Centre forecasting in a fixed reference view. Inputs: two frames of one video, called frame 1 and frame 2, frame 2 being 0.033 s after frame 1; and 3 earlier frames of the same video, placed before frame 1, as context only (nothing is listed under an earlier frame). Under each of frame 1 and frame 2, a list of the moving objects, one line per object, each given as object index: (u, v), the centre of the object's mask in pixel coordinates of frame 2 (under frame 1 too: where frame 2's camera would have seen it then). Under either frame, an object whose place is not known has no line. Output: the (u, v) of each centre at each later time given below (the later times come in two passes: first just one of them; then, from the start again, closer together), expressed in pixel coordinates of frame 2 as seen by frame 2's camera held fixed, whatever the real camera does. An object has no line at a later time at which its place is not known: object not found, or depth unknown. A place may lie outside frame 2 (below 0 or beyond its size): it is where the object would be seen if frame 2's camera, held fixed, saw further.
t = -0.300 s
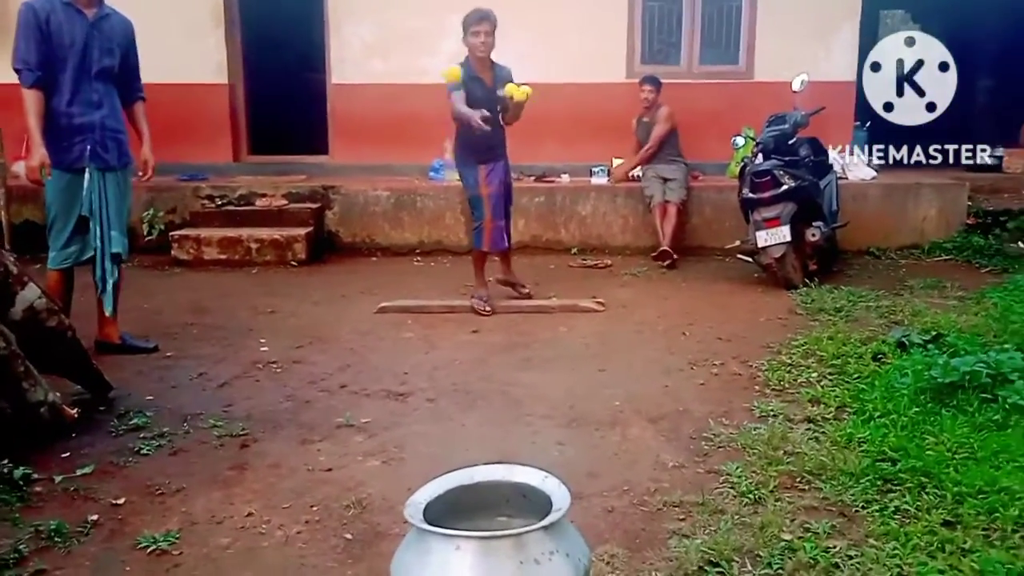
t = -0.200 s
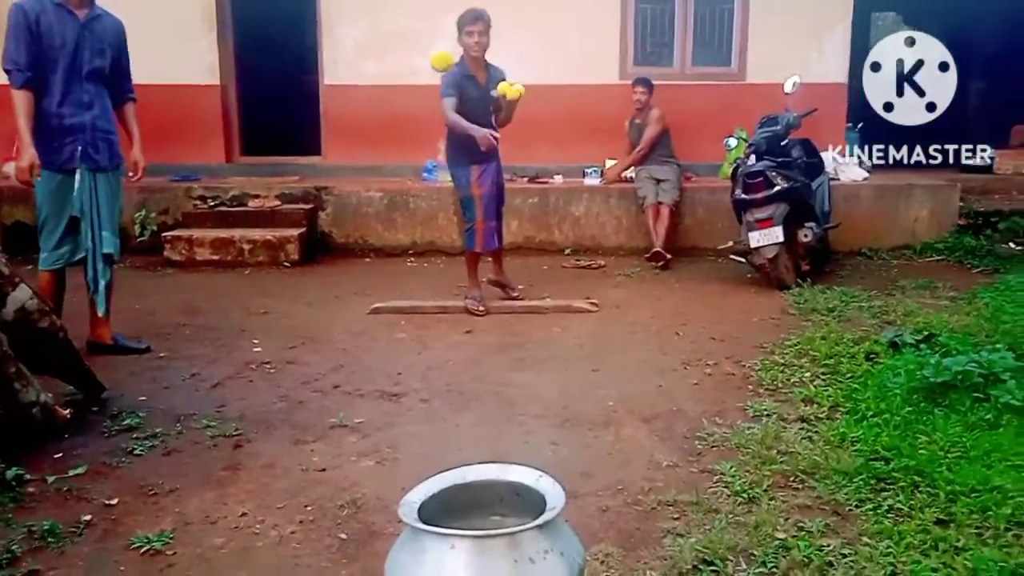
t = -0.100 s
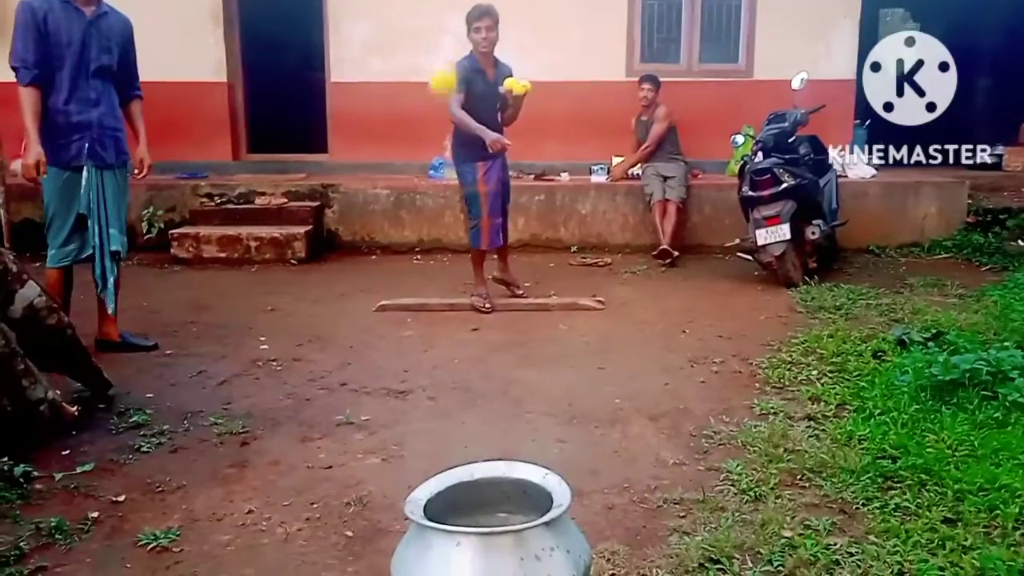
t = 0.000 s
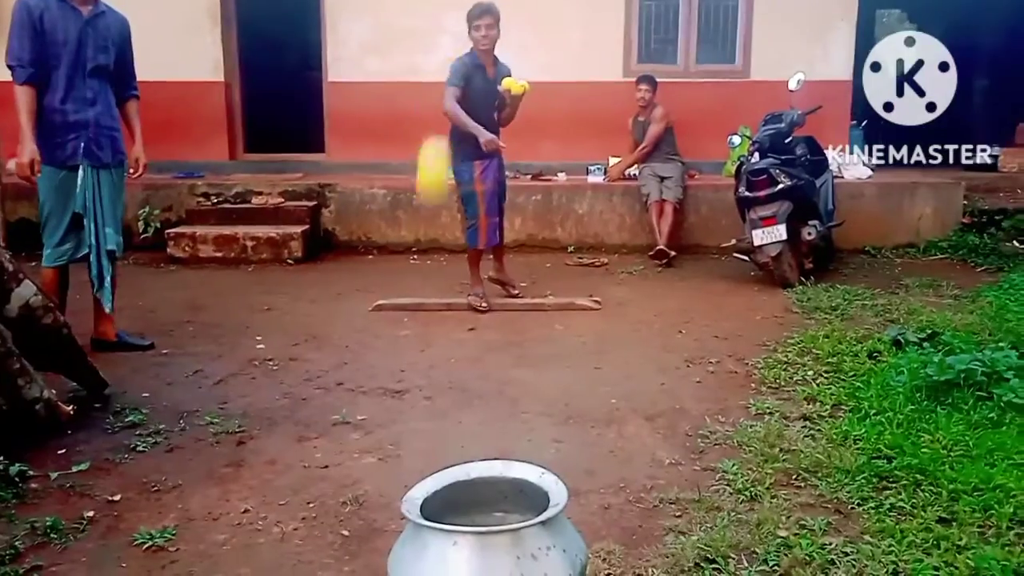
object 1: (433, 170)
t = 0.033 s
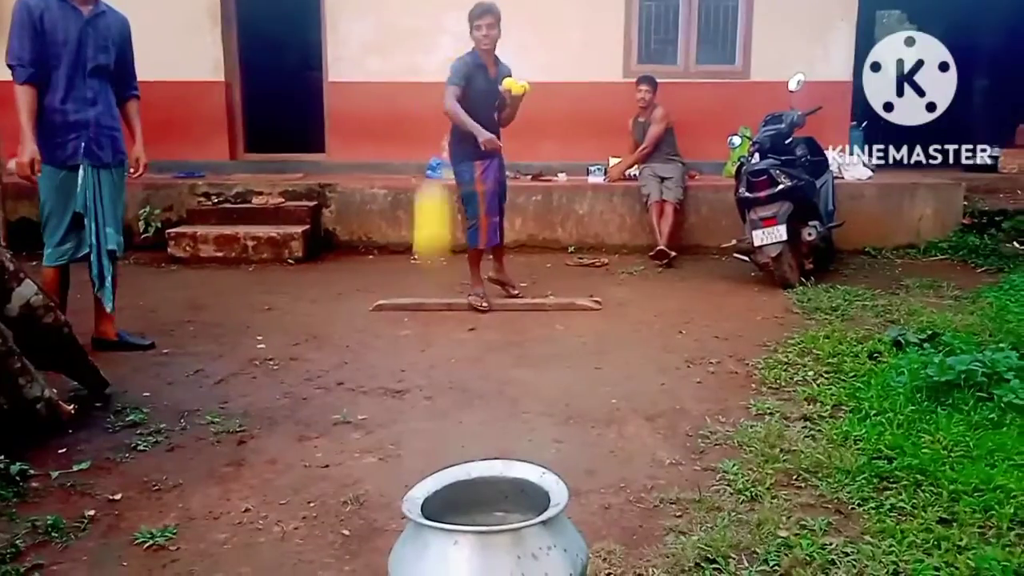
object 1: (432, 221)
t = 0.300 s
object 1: (68, 333)
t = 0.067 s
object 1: (429, 290)
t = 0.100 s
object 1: (426, 384)
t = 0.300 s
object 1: (68, 333)
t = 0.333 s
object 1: (25, 330)
